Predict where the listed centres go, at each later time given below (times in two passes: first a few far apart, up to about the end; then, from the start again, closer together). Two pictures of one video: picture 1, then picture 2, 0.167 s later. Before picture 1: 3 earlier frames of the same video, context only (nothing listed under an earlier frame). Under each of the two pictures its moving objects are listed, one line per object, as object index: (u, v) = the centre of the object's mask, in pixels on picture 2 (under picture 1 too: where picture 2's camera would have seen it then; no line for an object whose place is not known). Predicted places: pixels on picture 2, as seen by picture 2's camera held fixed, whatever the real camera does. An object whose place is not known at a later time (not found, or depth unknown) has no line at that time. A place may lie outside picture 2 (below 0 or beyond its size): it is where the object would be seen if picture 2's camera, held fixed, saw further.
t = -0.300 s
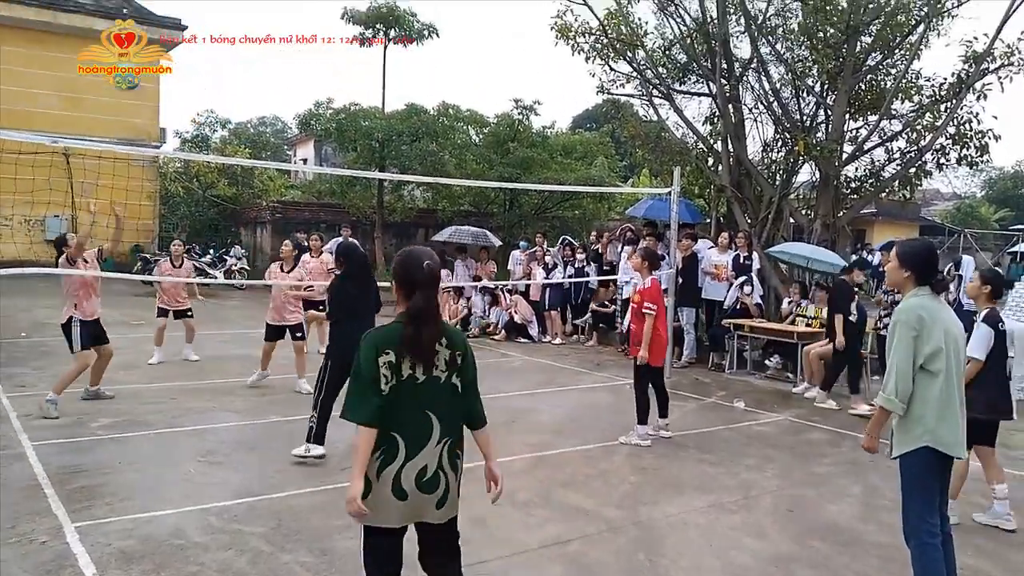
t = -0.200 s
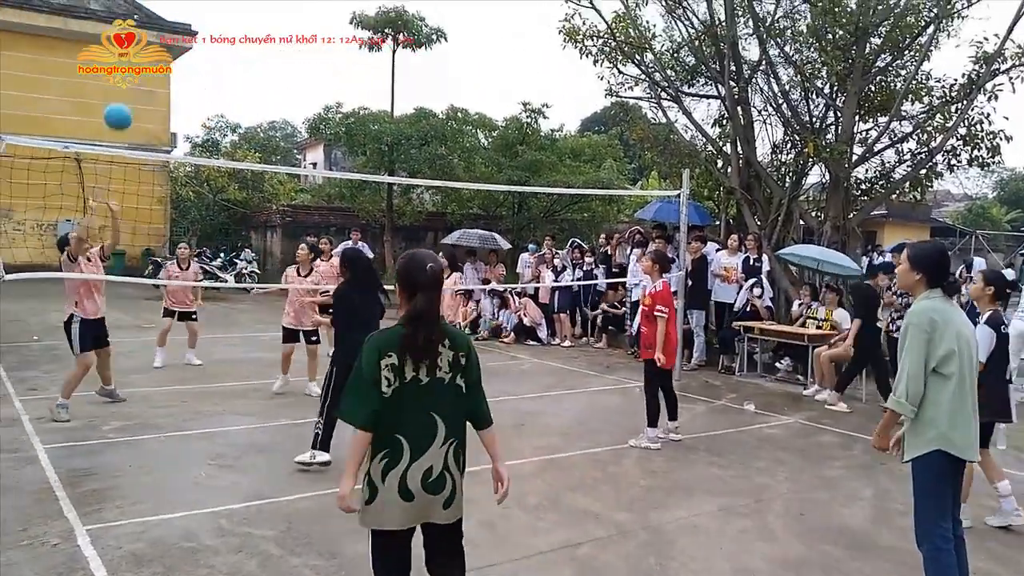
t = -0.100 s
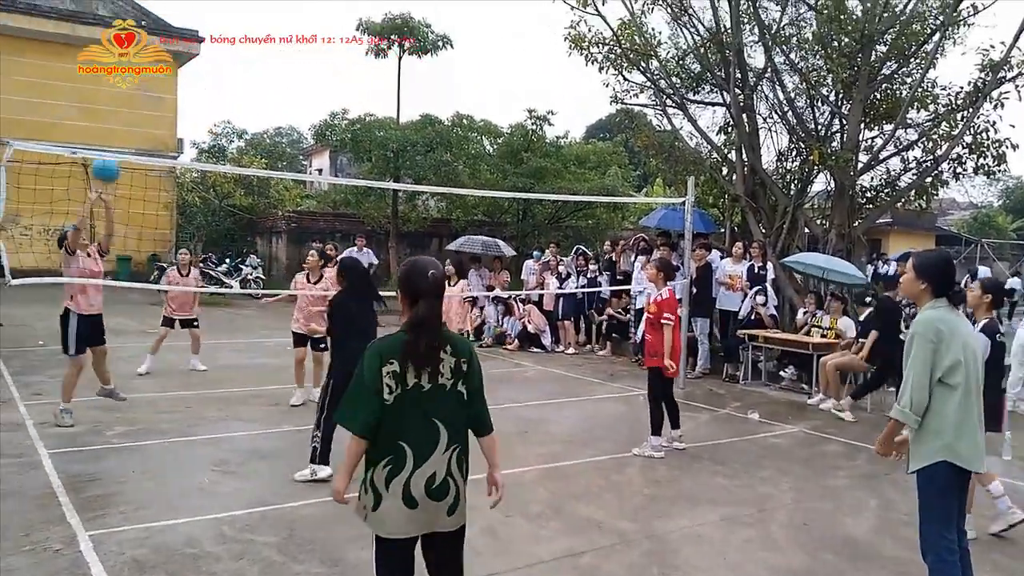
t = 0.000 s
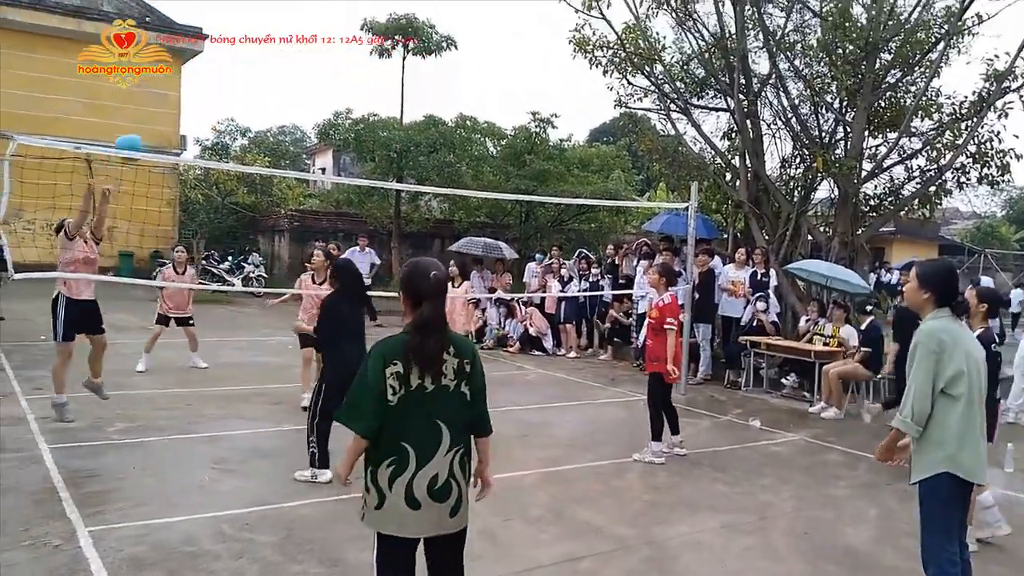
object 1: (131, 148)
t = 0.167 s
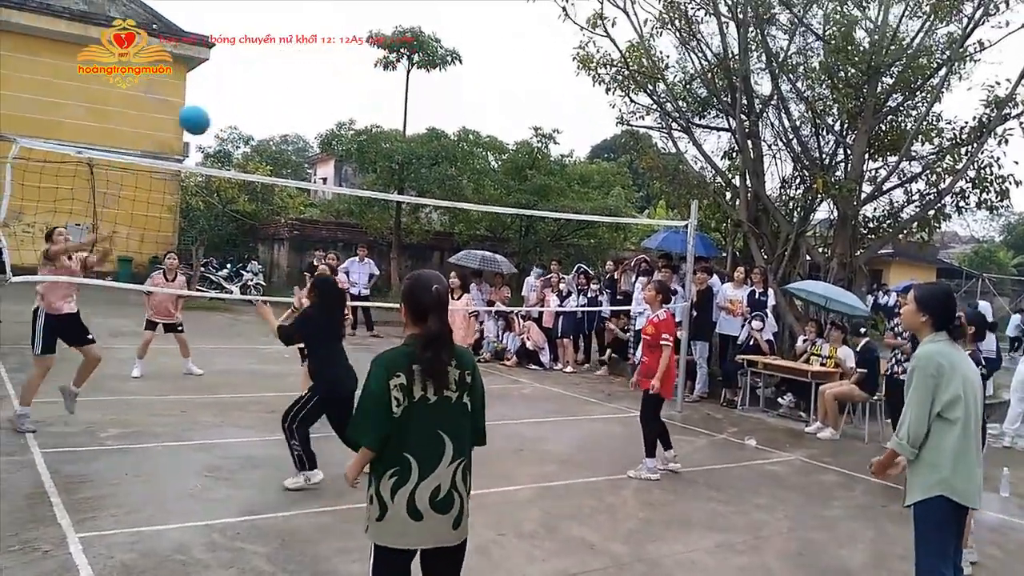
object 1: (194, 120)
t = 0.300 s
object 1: (252, 115)
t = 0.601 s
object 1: (411, 221)
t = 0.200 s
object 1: (208, 117)
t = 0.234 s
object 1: (221, 114)
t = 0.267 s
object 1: (236, 113)
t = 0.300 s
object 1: (252, 115)
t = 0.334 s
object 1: (268, 117)
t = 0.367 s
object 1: (284, 121)
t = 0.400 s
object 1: (300, 128)
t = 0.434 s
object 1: (318, 137)
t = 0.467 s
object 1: (336, 149)
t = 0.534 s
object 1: (372, 178)
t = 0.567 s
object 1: (393, 198)
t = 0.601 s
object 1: (411, 221)
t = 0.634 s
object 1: (432, 243)
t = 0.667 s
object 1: (456, 271)
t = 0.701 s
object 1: (479, 303)
